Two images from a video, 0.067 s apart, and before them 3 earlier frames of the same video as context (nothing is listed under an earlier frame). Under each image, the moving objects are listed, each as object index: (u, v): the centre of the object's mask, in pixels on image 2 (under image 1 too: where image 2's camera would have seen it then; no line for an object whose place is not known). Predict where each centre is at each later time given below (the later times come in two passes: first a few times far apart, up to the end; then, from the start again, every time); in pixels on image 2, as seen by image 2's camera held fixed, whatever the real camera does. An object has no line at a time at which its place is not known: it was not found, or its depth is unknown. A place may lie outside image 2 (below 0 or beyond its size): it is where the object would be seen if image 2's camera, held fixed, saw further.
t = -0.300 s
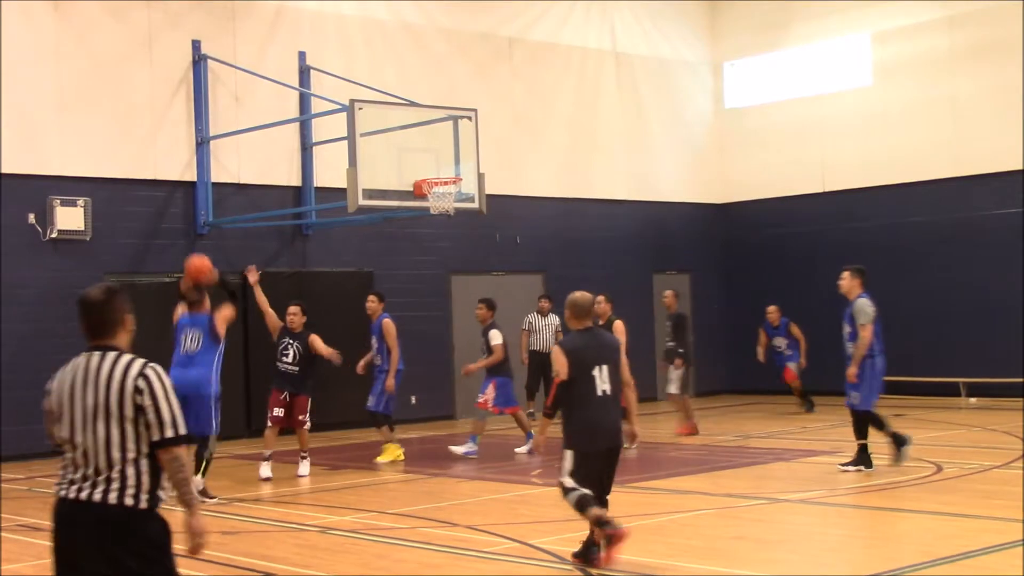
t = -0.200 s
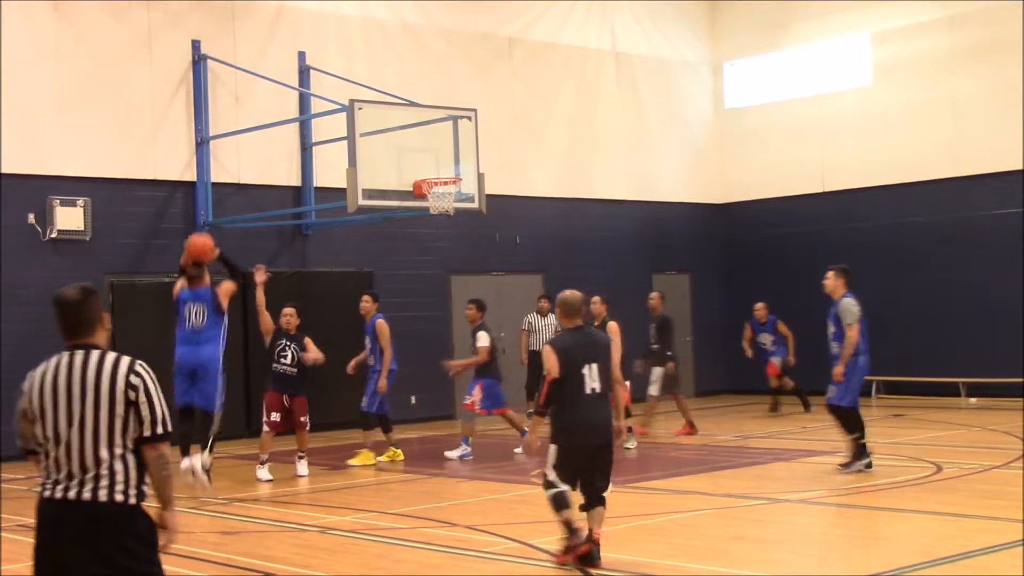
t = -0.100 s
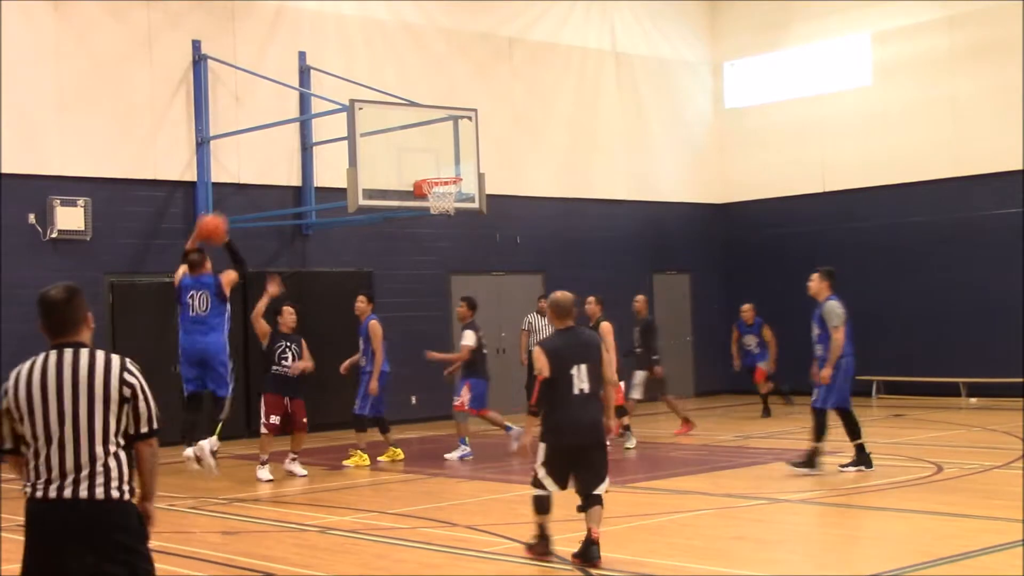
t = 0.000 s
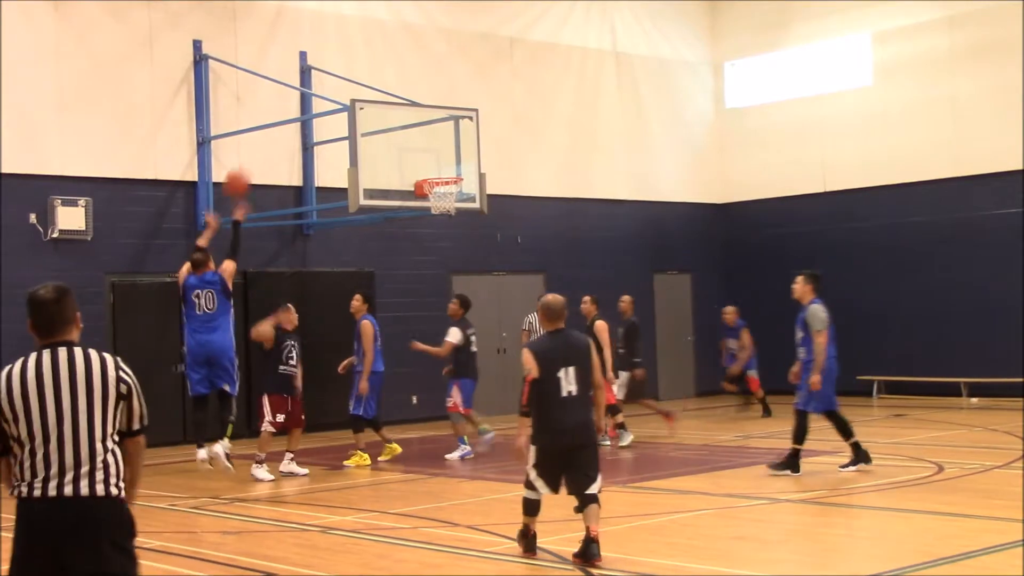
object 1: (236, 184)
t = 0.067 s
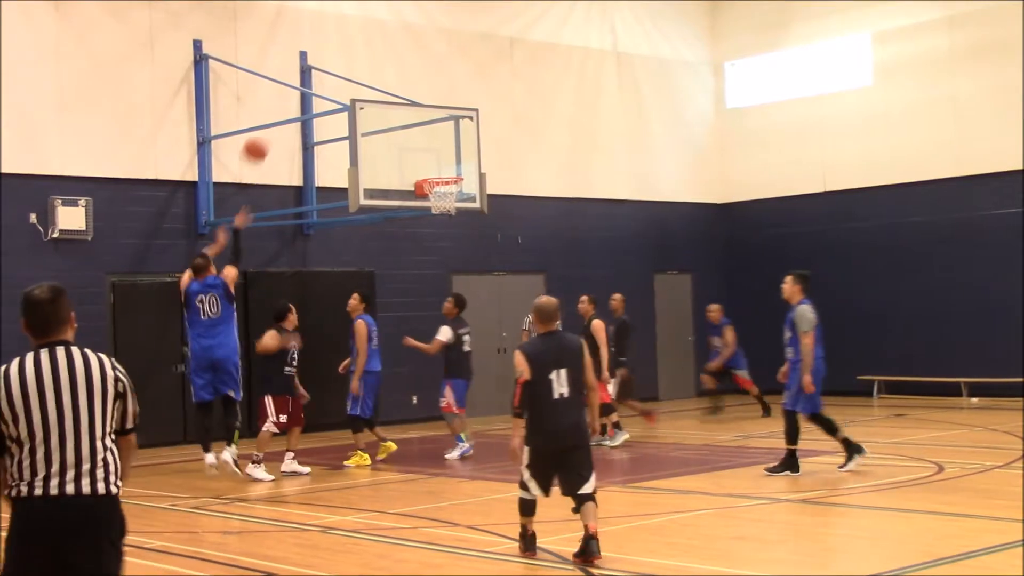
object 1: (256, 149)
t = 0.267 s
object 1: (305, 90)
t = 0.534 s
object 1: (362, 81)
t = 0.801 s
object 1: (413, 134)
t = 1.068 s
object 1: (464, 130)
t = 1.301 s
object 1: (509, 102)
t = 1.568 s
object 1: (564, 125)
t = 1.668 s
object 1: (583, 150)
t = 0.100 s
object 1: (264, 135)
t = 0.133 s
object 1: (273, 123)
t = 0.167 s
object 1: (280, 114)
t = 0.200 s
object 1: (289, 104)
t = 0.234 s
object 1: (296, 96)
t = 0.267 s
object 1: (305, 90)
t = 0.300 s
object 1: (312, 85)
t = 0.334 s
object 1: (320, 80)
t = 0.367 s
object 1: (327, 78)
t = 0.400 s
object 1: (335, 76)
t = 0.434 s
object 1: (342, 76)
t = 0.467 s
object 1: (349, 76)
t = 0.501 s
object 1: (356, 78)
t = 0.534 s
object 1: (362, 81)
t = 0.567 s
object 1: (369, 84)
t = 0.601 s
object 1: (376, 88)
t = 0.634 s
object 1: (382, 94)
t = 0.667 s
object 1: (389, 100)
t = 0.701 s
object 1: (394, 107)
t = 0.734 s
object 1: (401, 115)
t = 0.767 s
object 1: (407, 124)
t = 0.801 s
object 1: (413, 134)
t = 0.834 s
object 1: (418, 144)
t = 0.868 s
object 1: (424, 155)
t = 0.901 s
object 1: (431, 167)
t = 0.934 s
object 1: (437, 167)
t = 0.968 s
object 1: (444, 156)
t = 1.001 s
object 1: (450, 146)
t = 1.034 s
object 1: (457, 138)
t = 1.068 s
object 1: (464, 130)
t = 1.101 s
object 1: (470, 124)
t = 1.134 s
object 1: (476, 118)
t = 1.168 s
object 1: (483, 113)
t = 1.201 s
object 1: (489, 108)
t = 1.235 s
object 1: (496, 105)
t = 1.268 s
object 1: (503, 103)
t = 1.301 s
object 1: (509, 102)
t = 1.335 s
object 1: (516, 102)
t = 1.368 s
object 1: (524, 102)
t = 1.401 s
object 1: (530, 103)
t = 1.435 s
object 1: (537, 106)
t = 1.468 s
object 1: (544, 109)
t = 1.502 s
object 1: (551, 114)
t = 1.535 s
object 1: (557, 119)
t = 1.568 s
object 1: (564, 125)
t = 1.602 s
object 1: (571, 133)
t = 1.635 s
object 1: (577, 141)
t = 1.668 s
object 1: (583, 150)
